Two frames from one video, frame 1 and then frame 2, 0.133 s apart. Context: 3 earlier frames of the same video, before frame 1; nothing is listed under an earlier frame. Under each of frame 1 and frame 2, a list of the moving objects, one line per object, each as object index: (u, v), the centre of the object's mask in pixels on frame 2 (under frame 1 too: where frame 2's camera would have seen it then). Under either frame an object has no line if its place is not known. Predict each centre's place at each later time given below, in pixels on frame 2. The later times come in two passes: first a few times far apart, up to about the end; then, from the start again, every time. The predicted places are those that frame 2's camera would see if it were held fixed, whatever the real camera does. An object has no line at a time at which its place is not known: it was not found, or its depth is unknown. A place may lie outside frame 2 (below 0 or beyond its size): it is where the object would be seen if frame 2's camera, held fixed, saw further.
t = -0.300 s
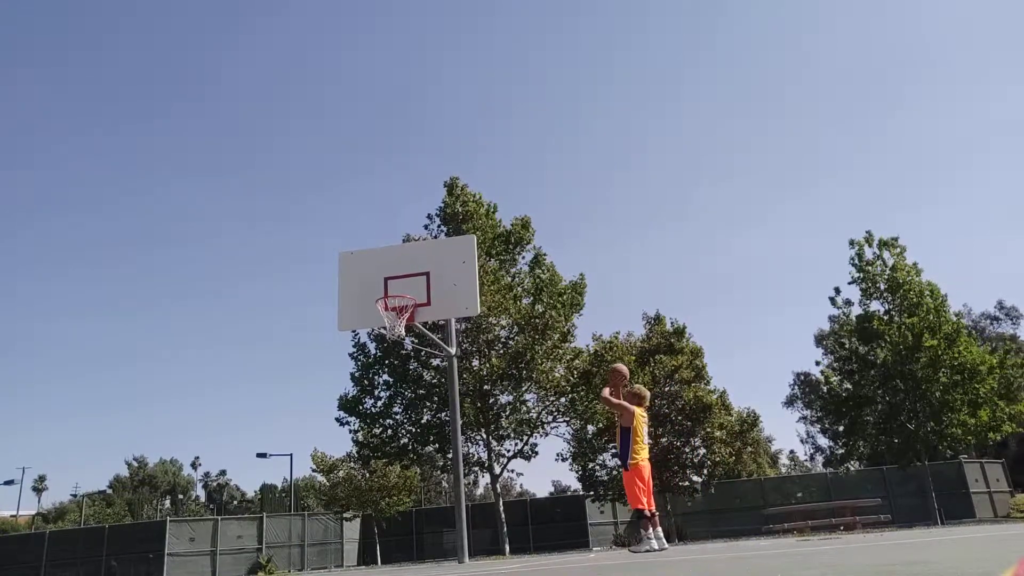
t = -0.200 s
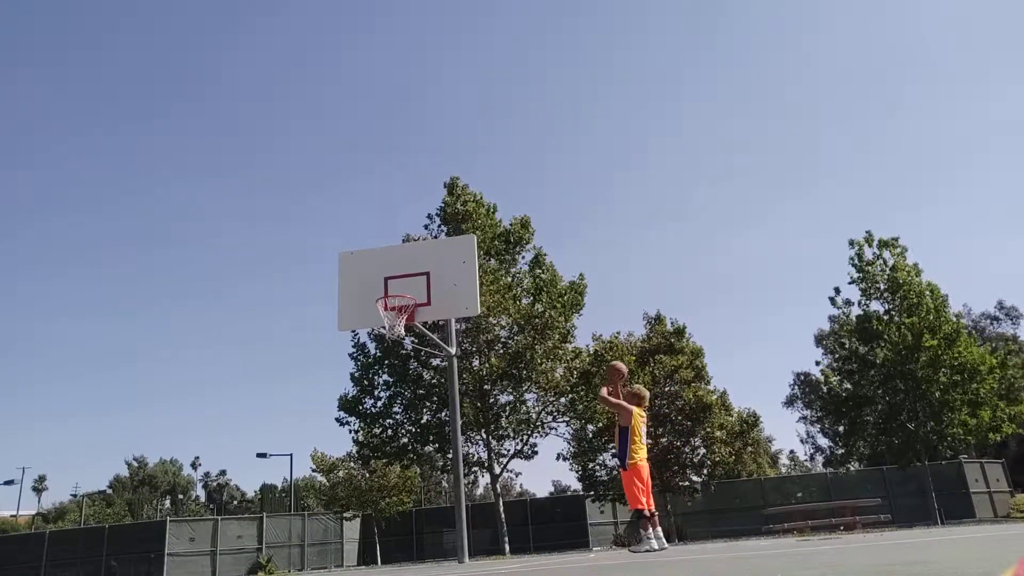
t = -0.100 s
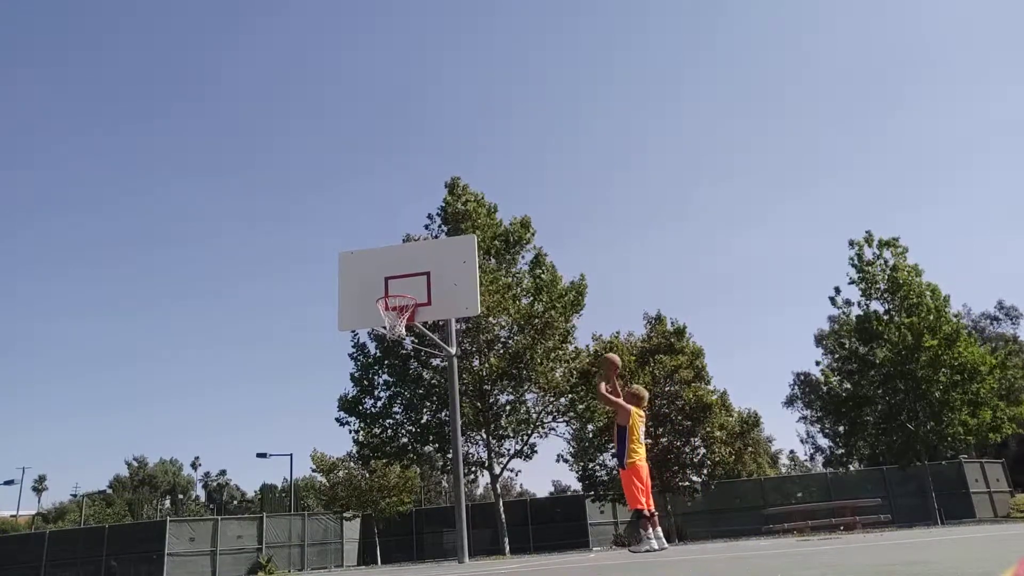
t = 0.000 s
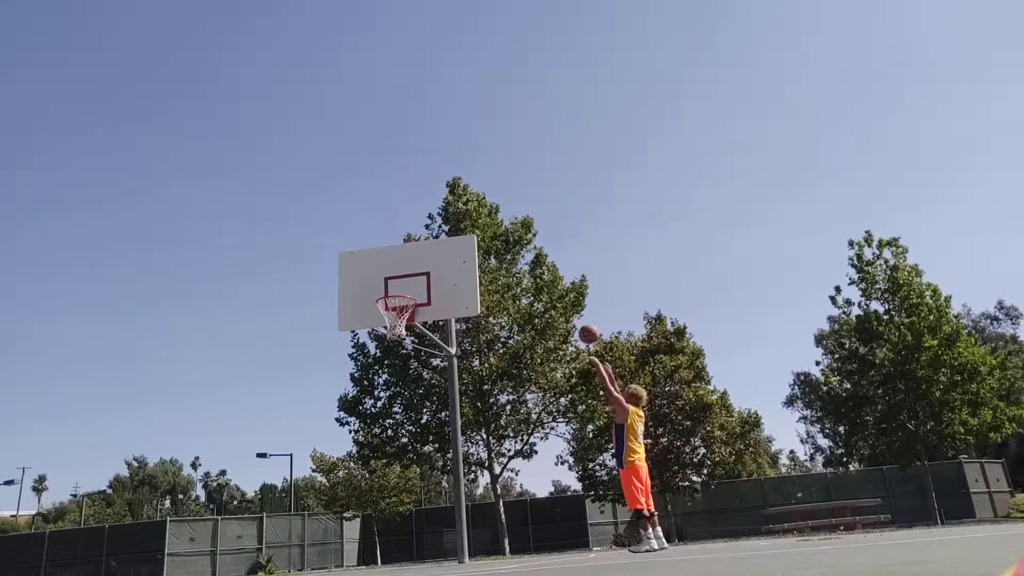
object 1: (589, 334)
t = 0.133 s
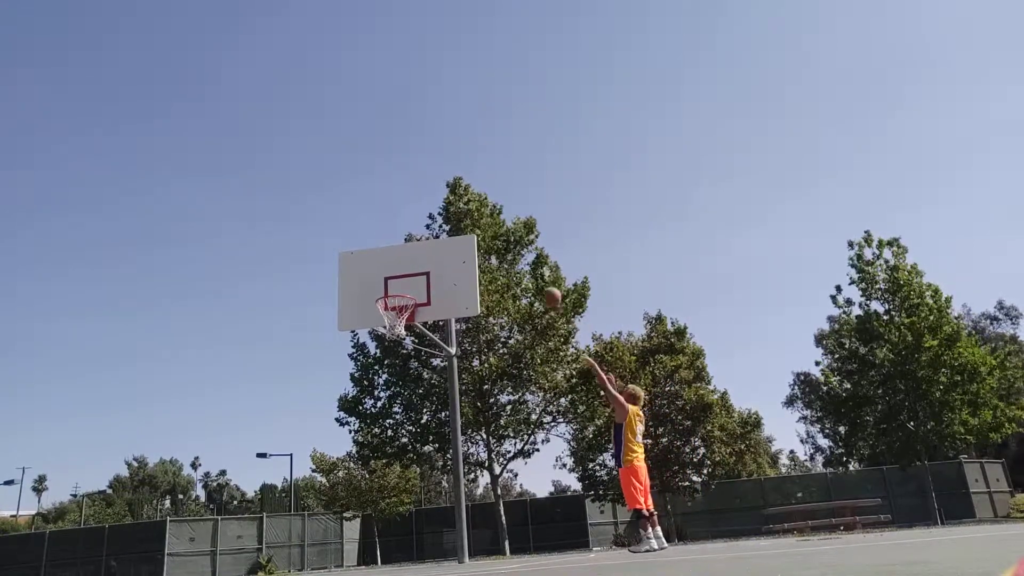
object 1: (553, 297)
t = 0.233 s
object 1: (525, 279)
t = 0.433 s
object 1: (475, 265)
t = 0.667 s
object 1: (419, 288)
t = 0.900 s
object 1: (415, 273)
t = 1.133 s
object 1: (414, 297)
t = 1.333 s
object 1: (415, 355)
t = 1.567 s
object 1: (418, 475)
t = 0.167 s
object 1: (542, 290)
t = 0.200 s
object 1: (534, 285)
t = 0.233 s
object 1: (525, 279)
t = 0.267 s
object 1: (516, 274)
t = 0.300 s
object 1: (508, 271)
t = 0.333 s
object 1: (499, 266)
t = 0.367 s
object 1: (490, 266)
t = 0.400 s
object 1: (483, 265)
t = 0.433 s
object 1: (475, 265)
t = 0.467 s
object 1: (466, 266)
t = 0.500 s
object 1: (458, 268)
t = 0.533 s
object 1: (451, 270)
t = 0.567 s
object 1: (442, 273)
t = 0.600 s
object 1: (435, 277)
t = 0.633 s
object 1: (427, 282)
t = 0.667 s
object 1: (419, 288)
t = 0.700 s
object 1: (416, 286)
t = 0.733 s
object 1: (416, 282)
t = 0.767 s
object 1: (416, 278)
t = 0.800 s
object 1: (415, 276)
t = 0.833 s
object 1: (415, 274)
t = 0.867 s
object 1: (415, 273)
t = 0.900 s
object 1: (415, 273)
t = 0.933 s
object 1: (415, 274)
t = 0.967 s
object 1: (415, 275)
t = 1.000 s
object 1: (414, 278)
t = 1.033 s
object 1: (414, 281)
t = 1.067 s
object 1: (414, 285)
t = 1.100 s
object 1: (414, 291)
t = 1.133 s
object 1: (414, 297)
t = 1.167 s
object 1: (414, 304)
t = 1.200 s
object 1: (414, 312)
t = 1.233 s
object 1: (414, 321)
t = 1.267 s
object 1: (414, 330)
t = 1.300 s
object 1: (416, 341)
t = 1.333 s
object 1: (415, 355)
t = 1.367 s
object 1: (415, 368)
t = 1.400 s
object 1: (415, 382)
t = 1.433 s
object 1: (416, 398)
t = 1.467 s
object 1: (417, 415)
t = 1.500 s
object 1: (416, 434)
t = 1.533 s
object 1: (418, 453)
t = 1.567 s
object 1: (418, 475)
